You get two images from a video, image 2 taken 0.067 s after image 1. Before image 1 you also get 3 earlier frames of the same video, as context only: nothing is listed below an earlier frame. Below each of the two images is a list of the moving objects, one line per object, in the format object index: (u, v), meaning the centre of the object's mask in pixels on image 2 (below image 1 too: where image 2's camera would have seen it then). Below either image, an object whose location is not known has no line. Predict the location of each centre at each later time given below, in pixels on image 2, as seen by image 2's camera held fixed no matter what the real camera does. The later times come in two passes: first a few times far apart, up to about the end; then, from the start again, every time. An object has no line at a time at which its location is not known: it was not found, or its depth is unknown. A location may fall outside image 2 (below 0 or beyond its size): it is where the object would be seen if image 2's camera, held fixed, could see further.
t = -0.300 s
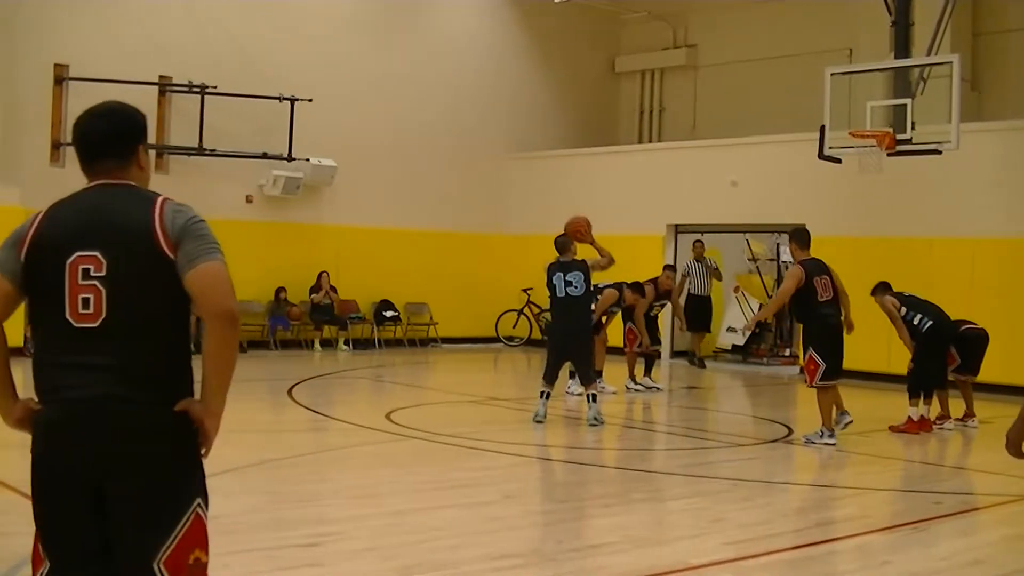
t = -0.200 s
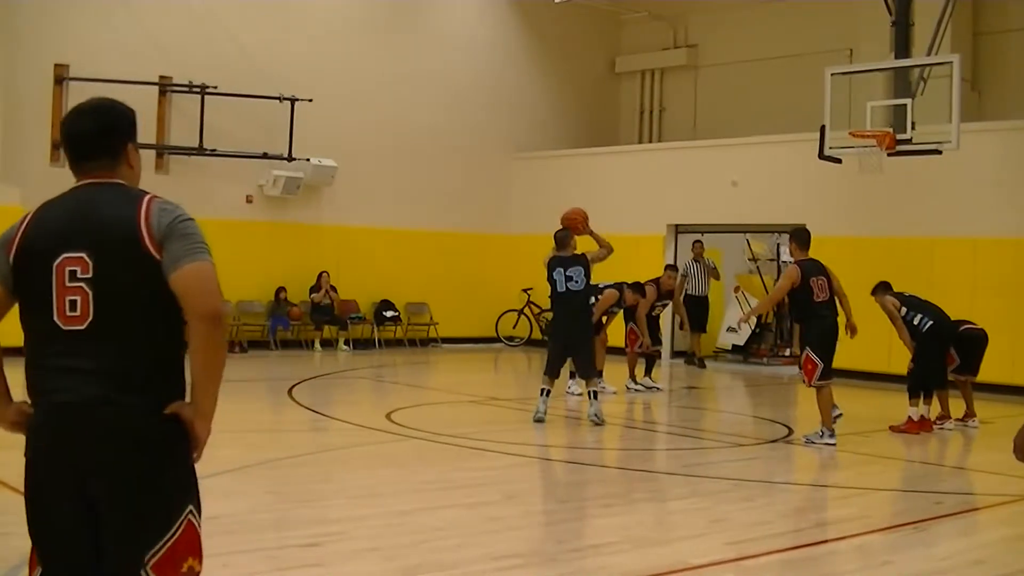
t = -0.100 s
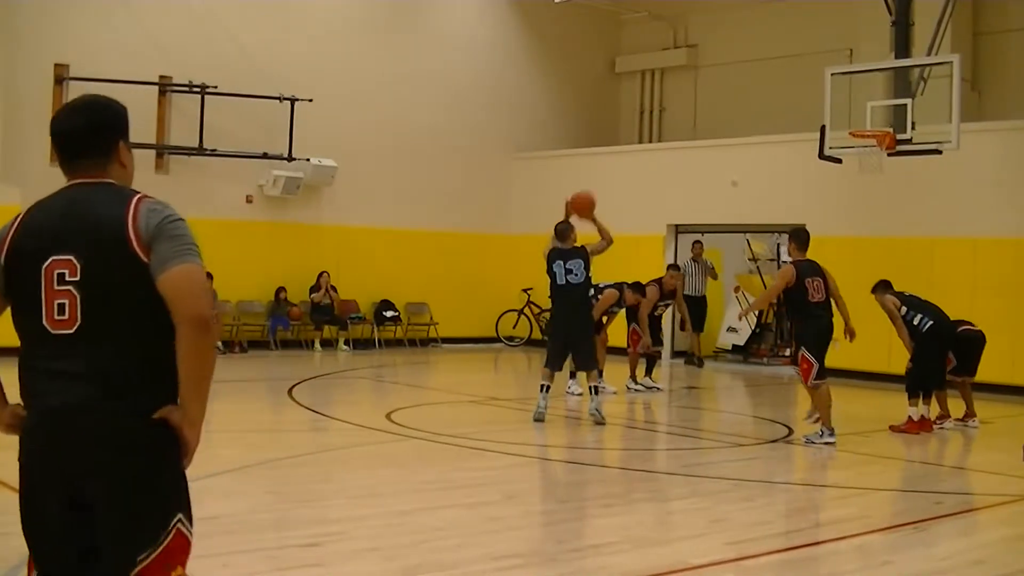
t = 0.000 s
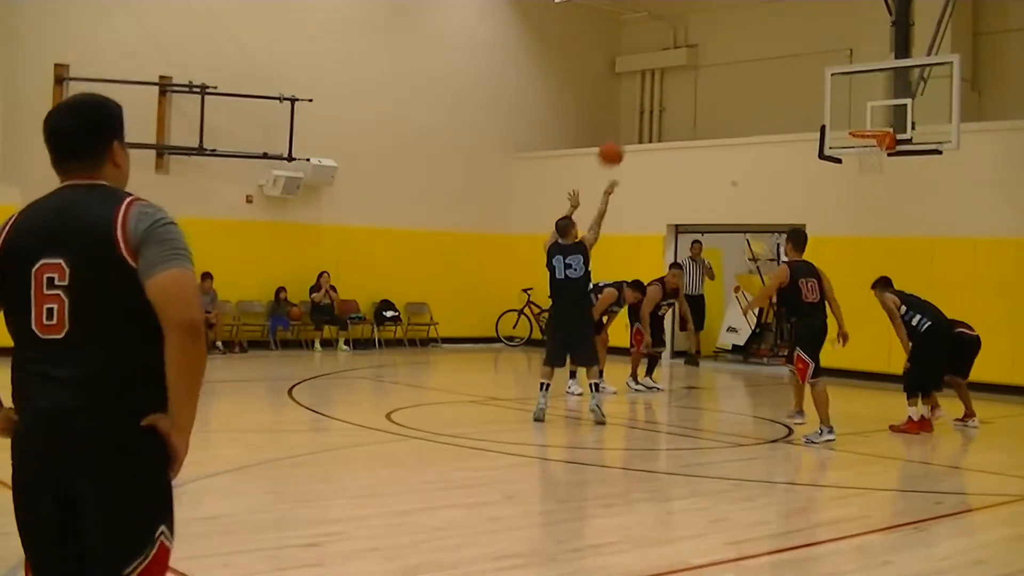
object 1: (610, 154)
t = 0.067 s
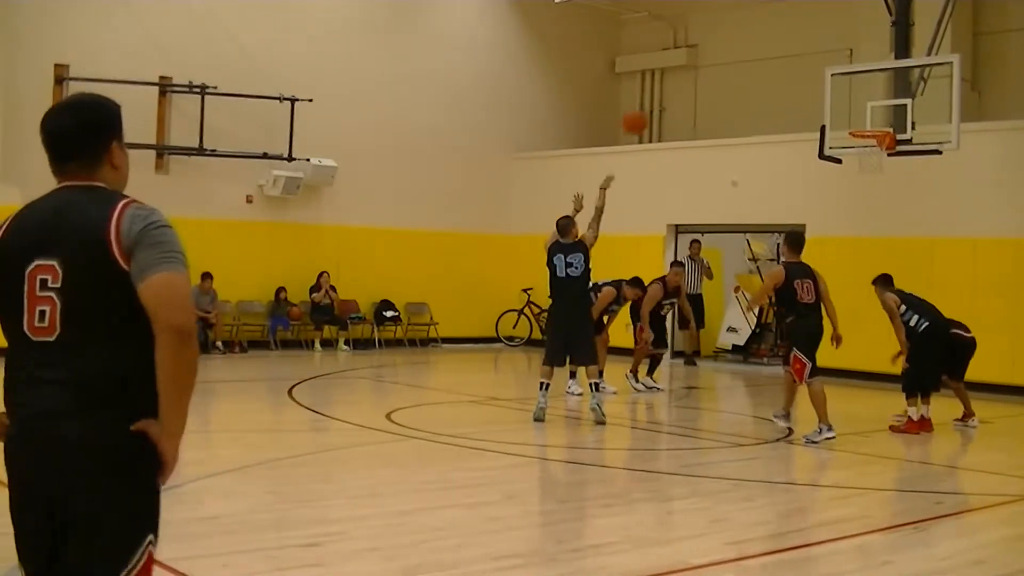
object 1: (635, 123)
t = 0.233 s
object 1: (691, 65)
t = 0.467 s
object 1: (758, 37)
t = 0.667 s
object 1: (810, 54)
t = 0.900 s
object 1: (863, 114)
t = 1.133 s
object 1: (860, 123)
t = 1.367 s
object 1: (835, 125)
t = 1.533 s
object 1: (820, 153)
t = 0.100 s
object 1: (646, 108)
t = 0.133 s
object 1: (657, 96)
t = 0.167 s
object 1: (669, 85)
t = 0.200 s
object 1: (679, 76)
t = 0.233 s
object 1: (691, 65)
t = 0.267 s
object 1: (701, 59)
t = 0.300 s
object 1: (711, 52)
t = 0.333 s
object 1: (721, 47)
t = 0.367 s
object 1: (731, 43)
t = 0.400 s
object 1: (740, 40)
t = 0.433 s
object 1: (749, 38)
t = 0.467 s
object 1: (758, 37)
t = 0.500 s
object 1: (768, 38)
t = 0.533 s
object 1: (776, 39)
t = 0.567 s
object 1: (785, 41)
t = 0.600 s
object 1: (793, 44)
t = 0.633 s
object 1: (802, 48)
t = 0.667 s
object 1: (810, 54)
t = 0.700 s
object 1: (818, 60)
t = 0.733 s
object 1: (826, 67)
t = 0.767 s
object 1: (834, 75)
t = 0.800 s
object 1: (841, 84)
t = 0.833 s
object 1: (849, 94)
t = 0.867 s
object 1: (856, 103)
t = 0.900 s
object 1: (863, 114)
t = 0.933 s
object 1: (869, 122)
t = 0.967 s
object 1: (872, 125)
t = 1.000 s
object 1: (876, 127)
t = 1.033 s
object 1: (878, 128)
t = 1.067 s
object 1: (872, 127)
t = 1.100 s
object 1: (866, 124)
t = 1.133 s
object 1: (860, 123)
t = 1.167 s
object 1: (854, 122)
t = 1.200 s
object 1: (850, 121)
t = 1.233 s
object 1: (847, 121)
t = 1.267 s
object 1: (844, 121)
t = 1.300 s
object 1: (841, 121)
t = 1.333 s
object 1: (838, 123)
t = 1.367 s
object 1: (835, 125)
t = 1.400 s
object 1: (832, 129)
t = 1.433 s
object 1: (830, 133)
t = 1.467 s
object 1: (826, 139)
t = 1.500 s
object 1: (823, 145)
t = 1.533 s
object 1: (820, 153)
